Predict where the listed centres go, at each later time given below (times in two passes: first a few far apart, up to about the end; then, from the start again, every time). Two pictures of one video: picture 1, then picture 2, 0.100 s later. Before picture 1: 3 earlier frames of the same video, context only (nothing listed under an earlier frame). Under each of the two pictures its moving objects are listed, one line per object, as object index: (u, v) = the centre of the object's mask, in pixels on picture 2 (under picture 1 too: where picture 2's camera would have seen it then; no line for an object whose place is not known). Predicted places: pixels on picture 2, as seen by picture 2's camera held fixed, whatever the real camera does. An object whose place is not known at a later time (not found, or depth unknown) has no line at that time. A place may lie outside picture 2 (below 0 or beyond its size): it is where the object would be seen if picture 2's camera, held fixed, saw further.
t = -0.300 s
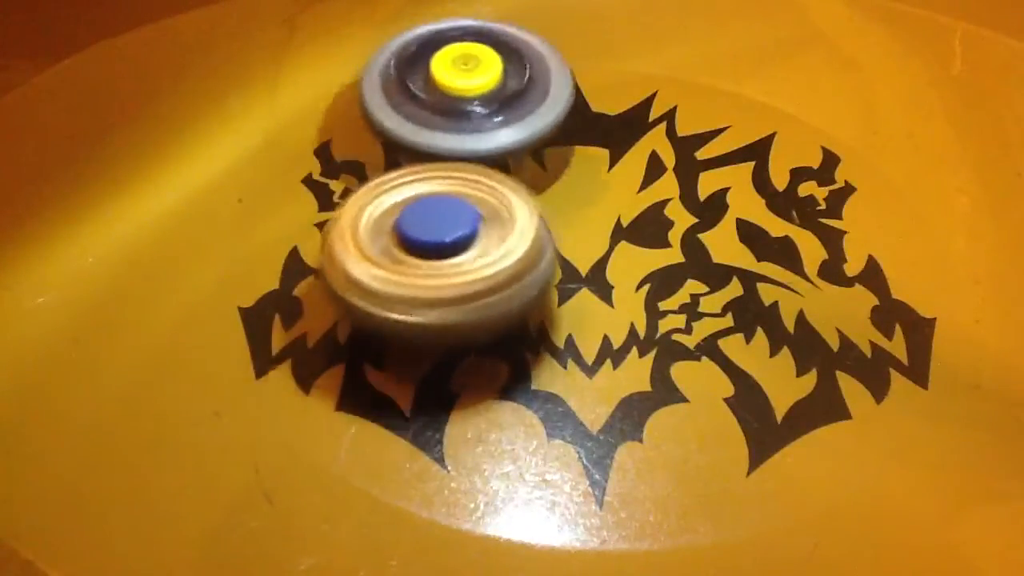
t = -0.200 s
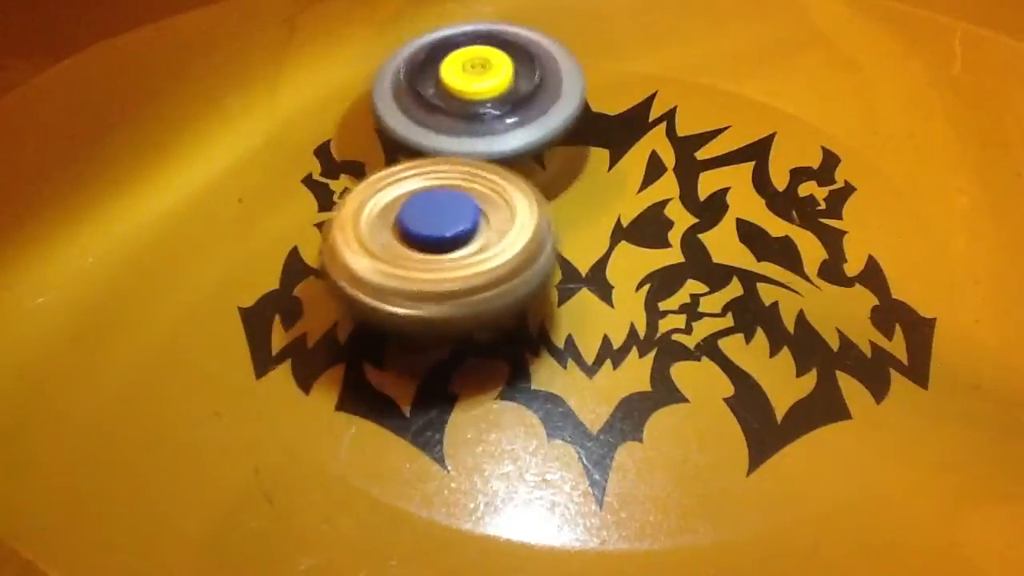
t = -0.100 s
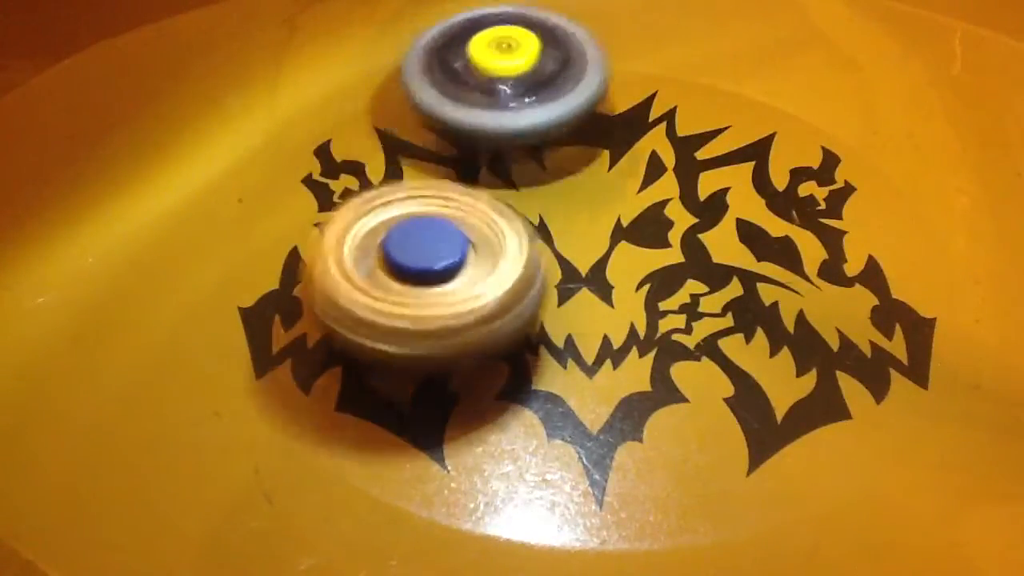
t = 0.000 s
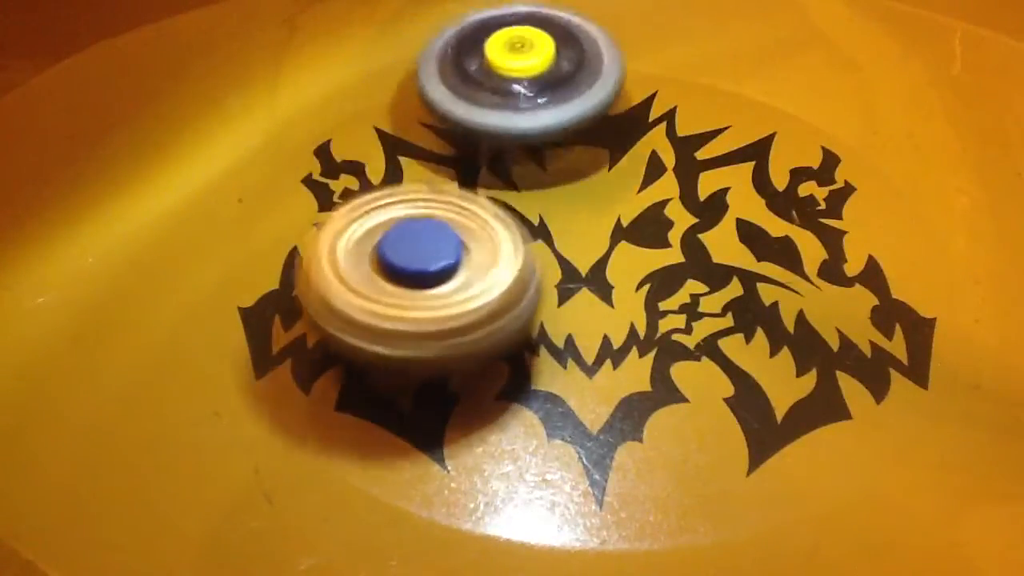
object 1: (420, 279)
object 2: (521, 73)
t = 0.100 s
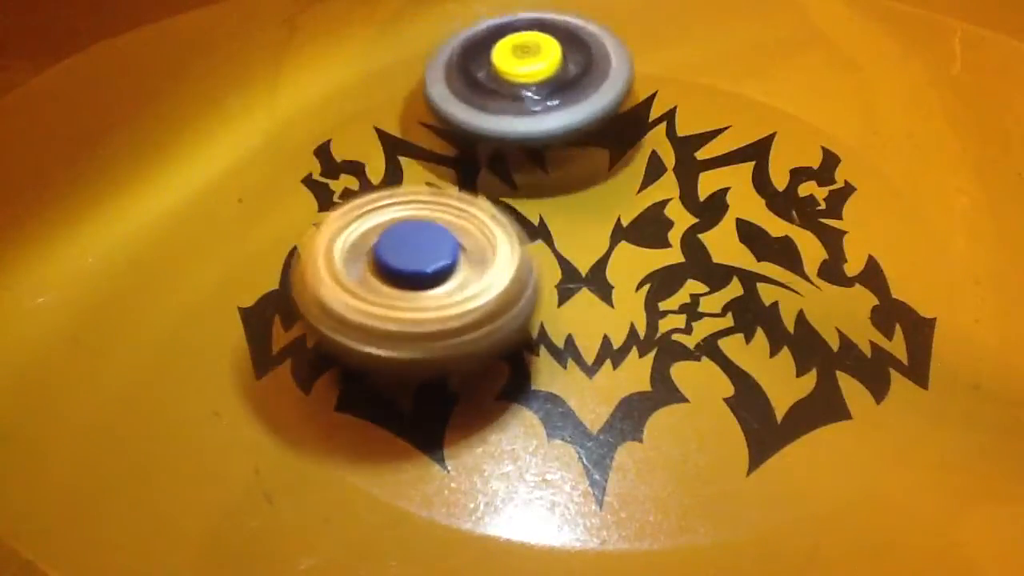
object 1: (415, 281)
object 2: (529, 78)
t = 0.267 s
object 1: (414, 283)
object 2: (537, 89)
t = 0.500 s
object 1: (423, 280)
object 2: (524, 108)
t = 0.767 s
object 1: (406, 329)
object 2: (510, 85)
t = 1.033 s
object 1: (404, 348)
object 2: (519, 58)
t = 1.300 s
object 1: (427, 338)
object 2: (535, 59)
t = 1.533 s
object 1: (447, 313)
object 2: (555, 62)
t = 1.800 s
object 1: (450, 279)
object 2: (544, 85)
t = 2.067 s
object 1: (441, 248)
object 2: (495, 96)
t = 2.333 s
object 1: (414, 229)
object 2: (460, 80)
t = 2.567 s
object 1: (394, 224)
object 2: (465, 66)
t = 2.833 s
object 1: (381, 225)
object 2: (501, 66)
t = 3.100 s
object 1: (383, 231)
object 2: (527, 86)
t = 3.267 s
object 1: (388, 241)
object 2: (524, 95)
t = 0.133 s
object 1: (415, 282)
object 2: (532, 80)
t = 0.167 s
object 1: (415, 282)
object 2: (534, 82)
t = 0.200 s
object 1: (414, 282)
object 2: (535, 84)
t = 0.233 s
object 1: (414, 283)
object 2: (537, 87)
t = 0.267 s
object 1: (414, 283)
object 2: (537, 89)
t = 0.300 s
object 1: (414, 283)
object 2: (537, 92)
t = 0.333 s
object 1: (415, 283)
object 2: (536, 95)
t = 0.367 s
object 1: (415, 282)
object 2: (535, 97)
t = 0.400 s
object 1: (416, 282)
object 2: (533, 100)
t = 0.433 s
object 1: (418, 282)
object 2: (531, 102)
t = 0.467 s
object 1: (420, 281)
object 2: (528, 105)
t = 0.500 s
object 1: (423, 280)
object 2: (524, 108)
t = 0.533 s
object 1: (424, 279)
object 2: (520, 110)
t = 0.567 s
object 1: (427, 278)
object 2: (516, 112)
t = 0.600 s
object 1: (430, 277)
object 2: (511, 114)
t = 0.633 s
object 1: (433, 274)
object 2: (506, 115)
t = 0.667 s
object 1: (435, 273)
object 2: (501, 117)
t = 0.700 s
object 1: (431, 280)
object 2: (496, 122)
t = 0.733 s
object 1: (414, 311)
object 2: (503, 95)
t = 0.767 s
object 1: (406, 329)
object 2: (510, 85)
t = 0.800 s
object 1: (401, 338)
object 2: (514, 68)
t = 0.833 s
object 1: (402, 343)
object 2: (516, 60)
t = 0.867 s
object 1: (401, 345)
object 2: (516, 58)
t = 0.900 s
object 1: (402, 346)
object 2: (517, 57)
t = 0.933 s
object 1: (402, 346)
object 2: (517, 56)
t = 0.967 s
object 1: (403, 347)
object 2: (517, 56)
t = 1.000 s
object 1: (404, 347)
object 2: (518, 54)
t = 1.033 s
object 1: (404, 348)
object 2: (519, 58)
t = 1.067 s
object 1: (406, 348)
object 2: (520, 58)
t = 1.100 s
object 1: (408, 348)
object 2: (522, 58)
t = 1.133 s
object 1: (411, 348)
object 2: (523, 58)
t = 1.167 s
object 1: (414, 347)
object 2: (525, 58)
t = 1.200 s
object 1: (417, 345)
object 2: (527, 58)
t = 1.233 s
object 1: (420, 343)
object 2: (530, 58)
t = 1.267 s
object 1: (423, 341)
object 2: (532, 58)
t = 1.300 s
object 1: (427, 338)
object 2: (535, 59)
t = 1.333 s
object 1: (430, 335)
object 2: (539, 59)
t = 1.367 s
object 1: (433, 331)
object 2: (541, 55)
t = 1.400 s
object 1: (436, 327)
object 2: (545, 57)
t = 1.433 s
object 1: (438, 323)
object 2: (548, 57)
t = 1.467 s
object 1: (440, 320)
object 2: (550, 59)
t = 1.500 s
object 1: (444, 317)
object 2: (553, 60)
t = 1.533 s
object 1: (447, 313)
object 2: (555, 62)
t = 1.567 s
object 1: (449, 310)
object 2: (556, 64)
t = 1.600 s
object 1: (450, 306)
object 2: (557, 67)
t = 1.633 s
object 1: (450, 301)
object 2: (556, 70)
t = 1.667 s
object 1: (451, 297)
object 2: (555, 73)
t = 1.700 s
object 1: (450, 292)
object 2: (553, 76)
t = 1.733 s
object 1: (450, 289)
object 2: (551, 79)
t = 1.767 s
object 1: (450, 284)
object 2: (548, 82)
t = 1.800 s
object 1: (450, 279)
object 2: (544, 85)
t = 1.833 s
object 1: (450, 275)
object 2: (538, 88)
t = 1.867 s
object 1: (450, 271)
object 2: (533, 90)
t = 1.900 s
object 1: (449, 267)
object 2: (527, 92)
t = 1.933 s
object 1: (448, 263)
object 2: (521, 93)
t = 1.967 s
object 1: (447, 259)
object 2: (515, 94)
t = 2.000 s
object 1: (445, 255)
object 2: (508, 100)
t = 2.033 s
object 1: (443, 252)
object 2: (502, 100)
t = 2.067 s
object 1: (441, 248)
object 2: (495, 96)
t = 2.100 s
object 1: (438, 243)
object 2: (489, 97)
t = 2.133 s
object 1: (435, 240)
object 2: (484, 96)
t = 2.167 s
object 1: (432, 236)
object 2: (478, 95)
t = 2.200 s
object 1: (429, 233)
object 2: (473, 94)
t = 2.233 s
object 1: (426, 231)
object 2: (468, 92)
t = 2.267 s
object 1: (421, 231)
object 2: (464, 88)
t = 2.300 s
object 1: (417, 230)
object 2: (462, 84)
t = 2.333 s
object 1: (414, 229)
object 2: (460, 80)
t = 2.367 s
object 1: (411, 228)
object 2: (459, 77)
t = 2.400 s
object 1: (408, 227)
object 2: (458, 75)
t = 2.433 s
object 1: (405, 226)
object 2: (458, 72)
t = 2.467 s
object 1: (402, 226)
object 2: (459, 70)
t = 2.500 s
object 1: (399, 225)
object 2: (460, 68)
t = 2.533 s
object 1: (396, 225)
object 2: (462, 67)
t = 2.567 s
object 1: (394, 224)
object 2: (465, 66)
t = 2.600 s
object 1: (391, 224)
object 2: (469, 65)
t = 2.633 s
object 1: (389, 223)
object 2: (473, 65)
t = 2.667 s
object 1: (388, 223)
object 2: (477, 64)
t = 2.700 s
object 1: (385, 224)
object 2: (482, 64)
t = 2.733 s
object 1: (384, 224)
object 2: (486, 63)
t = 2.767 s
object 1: (383, 225)
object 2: (492, 65)
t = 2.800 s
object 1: (382, 225)
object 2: (497, 65)
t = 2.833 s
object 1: (381, 225)
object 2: (501, 66)
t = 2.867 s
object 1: (380, 226)
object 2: (506, 67)
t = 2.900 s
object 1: (379, 226)
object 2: (511, 68)
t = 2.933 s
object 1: (378, 227)
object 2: (515, 69)
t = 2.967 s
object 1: (378, 228)
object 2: (518, 72)
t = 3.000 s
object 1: (378, 229)
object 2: (521, 75)
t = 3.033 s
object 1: (379, 229)
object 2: (524, 79)
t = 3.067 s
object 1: (381, 230)
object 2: (526, 83)
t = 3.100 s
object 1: (383, 231)
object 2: (527, 86)
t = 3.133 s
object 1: (384, 232)
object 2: (527, 90)
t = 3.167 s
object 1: (385, 233)
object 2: (526, 95)
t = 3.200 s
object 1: (388, 233)
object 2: (524, 98)
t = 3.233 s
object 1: (391, 233)
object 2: (522, 102)
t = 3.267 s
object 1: (388, 241)
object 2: (524, 95)
